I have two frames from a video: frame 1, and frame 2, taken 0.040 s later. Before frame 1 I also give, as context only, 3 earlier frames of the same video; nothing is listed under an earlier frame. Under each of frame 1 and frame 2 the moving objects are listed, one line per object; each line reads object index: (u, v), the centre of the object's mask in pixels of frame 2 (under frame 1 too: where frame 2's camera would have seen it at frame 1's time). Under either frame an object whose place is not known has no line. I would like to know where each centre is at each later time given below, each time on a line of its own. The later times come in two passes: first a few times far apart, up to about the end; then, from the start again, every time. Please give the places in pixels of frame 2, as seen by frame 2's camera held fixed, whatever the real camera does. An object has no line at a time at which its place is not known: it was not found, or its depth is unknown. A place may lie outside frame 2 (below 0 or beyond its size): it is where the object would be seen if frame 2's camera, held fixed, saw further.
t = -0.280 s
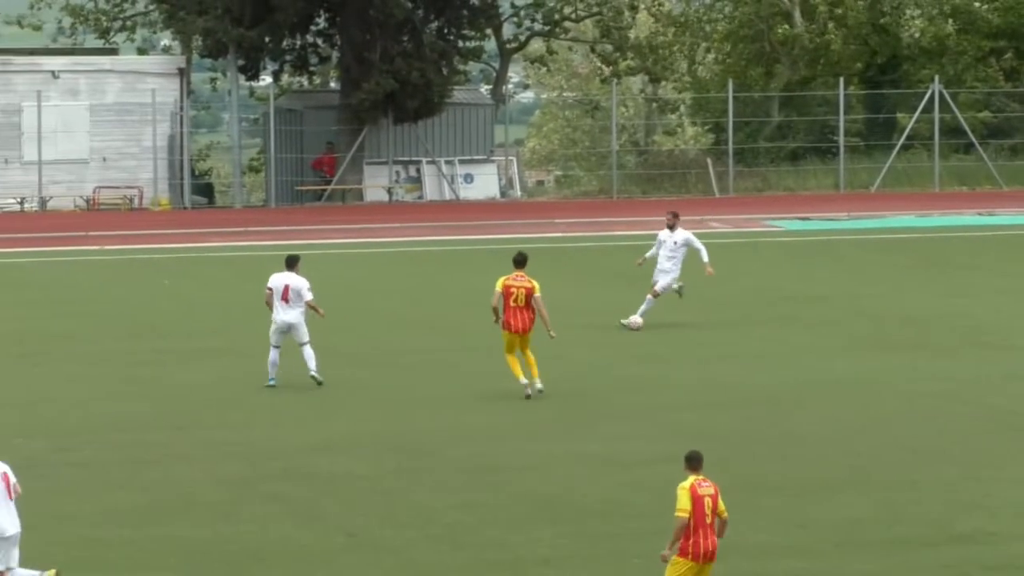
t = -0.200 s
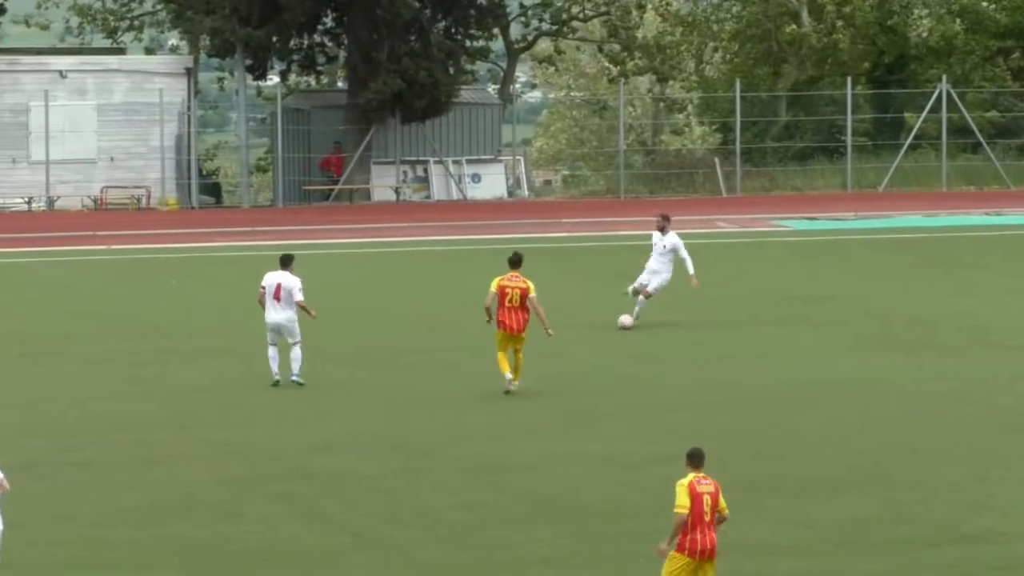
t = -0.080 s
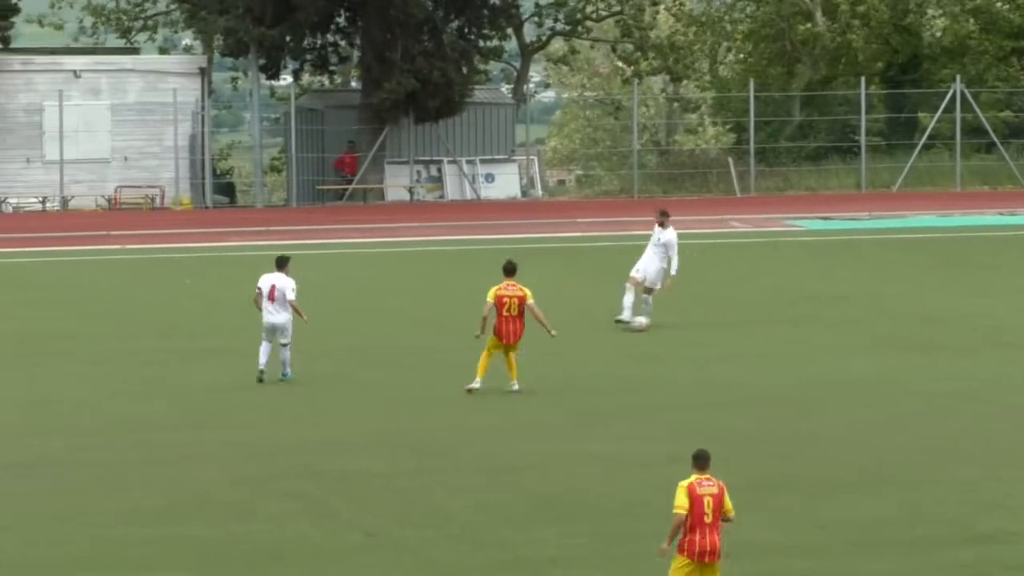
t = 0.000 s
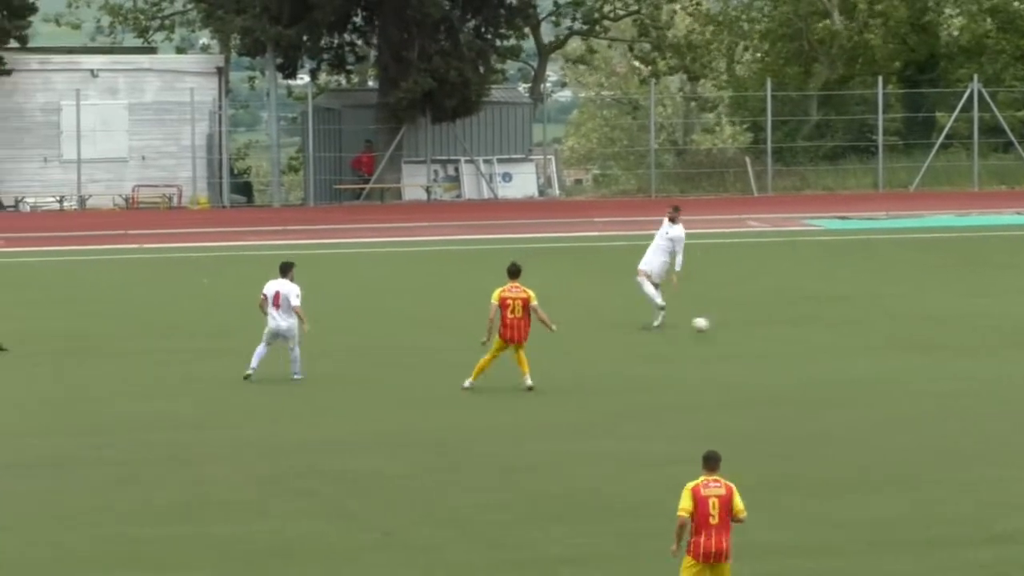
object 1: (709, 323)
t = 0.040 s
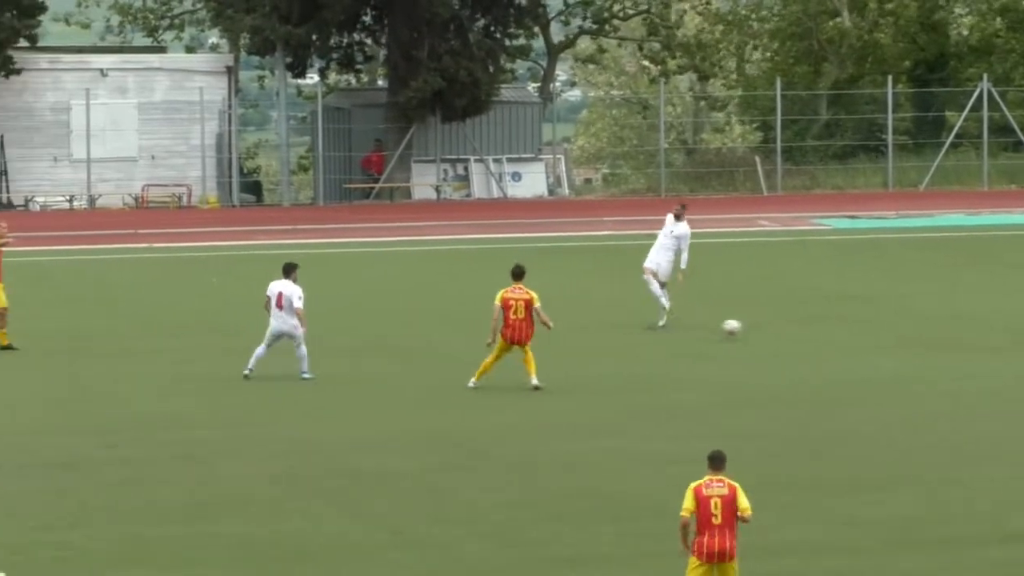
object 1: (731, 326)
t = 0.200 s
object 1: (816, 342)
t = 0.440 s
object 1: (932, 361)
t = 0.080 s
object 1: (754, 331)
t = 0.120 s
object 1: (776, 338)
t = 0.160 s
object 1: (797, 341)
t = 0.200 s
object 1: (816, 342)
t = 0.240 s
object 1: (837, 345)
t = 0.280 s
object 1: (858, 349)
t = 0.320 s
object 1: (876, 353)
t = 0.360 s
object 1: (896, 355)
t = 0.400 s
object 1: (915, 359)
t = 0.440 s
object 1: (932, 361)
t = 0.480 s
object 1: (950, 363)
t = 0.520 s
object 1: (969, 367)
